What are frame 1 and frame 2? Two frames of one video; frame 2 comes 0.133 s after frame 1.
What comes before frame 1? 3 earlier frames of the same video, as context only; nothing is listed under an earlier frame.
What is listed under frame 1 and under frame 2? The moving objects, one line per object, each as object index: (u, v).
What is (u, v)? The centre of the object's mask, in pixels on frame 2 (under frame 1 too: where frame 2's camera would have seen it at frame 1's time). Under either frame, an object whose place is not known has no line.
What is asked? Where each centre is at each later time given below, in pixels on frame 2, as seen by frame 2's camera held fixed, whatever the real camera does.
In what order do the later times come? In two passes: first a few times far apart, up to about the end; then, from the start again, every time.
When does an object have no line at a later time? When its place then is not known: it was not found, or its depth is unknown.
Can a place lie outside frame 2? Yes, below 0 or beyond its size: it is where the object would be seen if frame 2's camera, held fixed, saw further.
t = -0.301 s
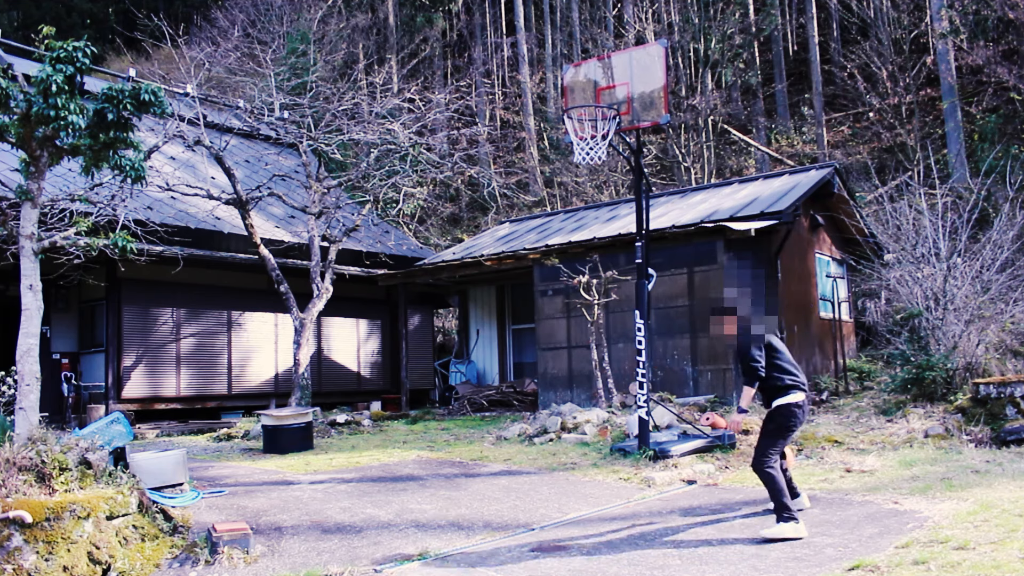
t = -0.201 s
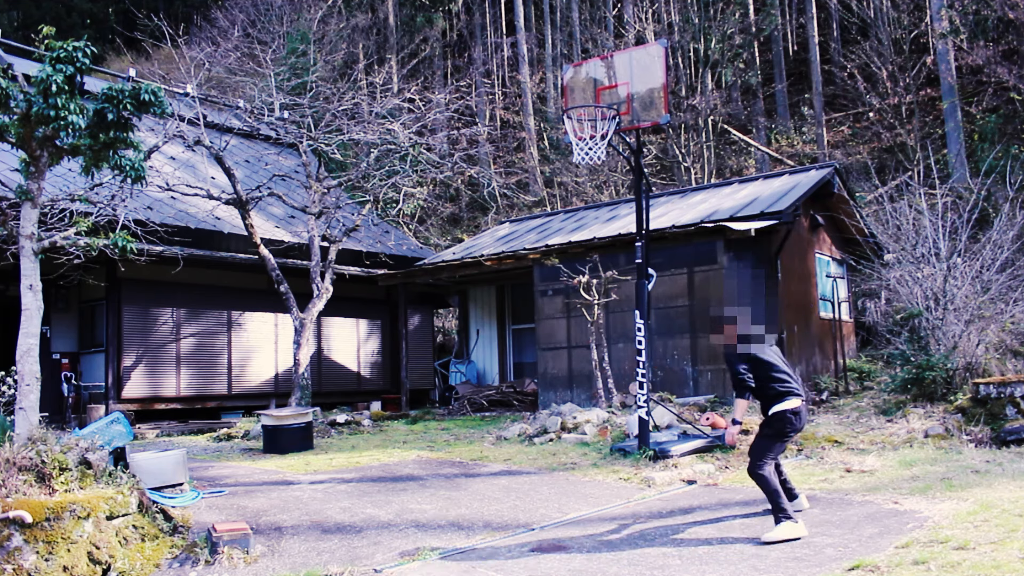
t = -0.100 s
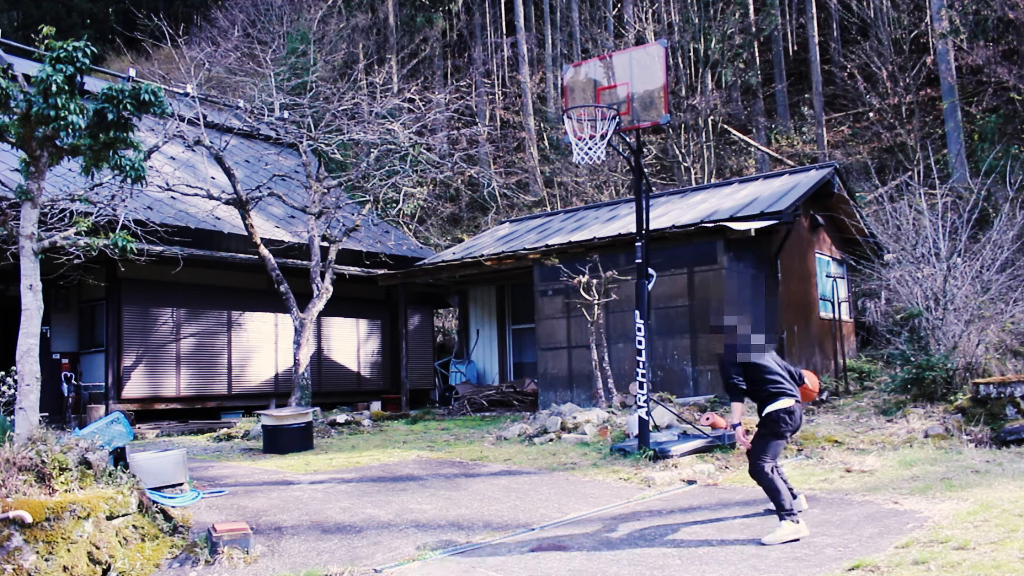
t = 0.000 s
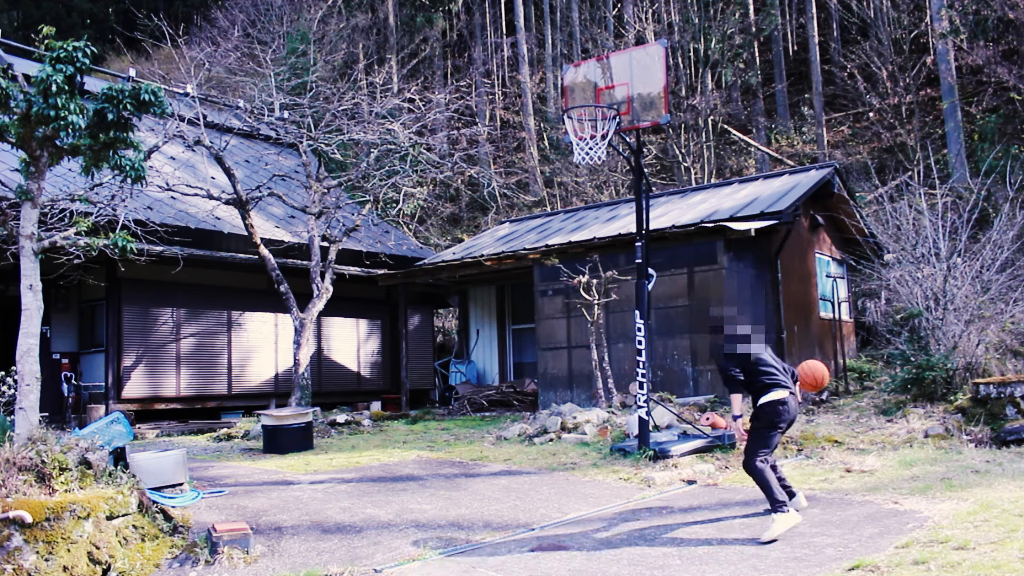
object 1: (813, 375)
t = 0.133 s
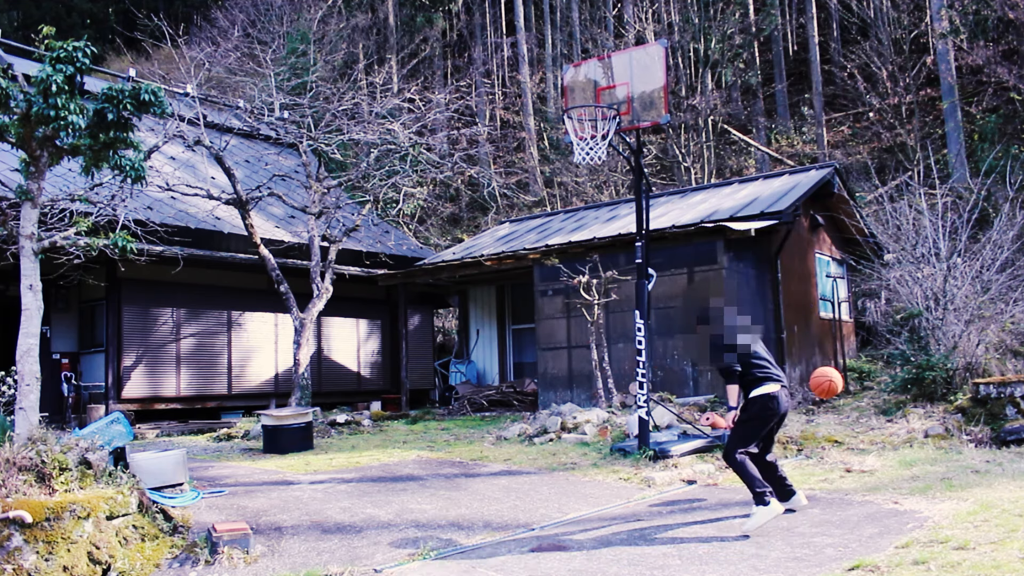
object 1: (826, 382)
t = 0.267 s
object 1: (840, 410)
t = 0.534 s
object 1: (868, 428)
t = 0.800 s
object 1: (895, 414)
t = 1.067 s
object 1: (918, 438)
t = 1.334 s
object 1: (930, 439)
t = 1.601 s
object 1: (938, 434)
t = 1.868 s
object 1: (950, 431)
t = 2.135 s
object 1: (964, 433)
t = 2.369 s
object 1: (982, 437)
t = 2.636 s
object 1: (984, 438)
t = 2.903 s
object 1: (984, 438)
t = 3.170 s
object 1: (985, 438)
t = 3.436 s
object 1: (985, 438)
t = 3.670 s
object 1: (986, 438)
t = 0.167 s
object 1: (830, 387)
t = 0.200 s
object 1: (833, 394)
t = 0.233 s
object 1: (837, 401)
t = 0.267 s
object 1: (840, 410)
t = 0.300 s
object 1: (844, 420)
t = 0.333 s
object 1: (847, 432)
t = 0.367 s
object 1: (851, 445)
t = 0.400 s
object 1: (854, 459)
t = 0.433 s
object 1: (858, 455)
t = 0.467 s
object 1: (861, 444)
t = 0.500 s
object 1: (864, 435)
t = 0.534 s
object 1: (868, 428)
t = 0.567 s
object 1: (871, 421)
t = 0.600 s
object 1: (874, 416)
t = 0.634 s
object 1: (878, 413)
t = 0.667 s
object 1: (881, 411)
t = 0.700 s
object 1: (884, 410)
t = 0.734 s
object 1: (888, 410)
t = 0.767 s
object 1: (891, 411)
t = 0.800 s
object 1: (895, 414)
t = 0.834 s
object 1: (898, 418)
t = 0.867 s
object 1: (902, 423)
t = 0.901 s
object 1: (906, 430)
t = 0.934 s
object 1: (909, 437)
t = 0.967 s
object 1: (912, 444)
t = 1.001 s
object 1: (915, 444)
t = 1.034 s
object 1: (916, 441)
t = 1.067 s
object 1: (918, 438)
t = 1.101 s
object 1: (919, 436)
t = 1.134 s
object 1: (920, 435)
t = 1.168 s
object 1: (921, 436)
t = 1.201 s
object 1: (923, 437)
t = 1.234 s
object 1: (925, 439)
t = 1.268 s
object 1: (927, 441)
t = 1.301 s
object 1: (928, 440)
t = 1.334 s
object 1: (930, 439)
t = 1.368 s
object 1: (930, 439)
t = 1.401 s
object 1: (932, 439)
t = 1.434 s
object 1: (933, 438)
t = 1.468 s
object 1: (934, 437)
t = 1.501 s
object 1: (935, 438)
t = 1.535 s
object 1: (936, 436)
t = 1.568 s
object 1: (937, 435)
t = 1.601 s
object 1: (938, 434)
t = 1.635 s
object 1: (939, 433)
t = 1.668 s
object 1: (940, 433)
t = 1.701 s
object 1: (941, 433)
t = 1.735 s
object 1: (942, 433)
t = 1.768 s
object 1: (943, 432)
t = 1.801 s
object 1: (946, 432)
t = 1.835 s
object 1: (948, 432)
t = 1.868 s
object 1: (950, 431)
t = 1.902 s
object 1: (951, 431)
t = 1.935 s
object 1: (952, 431)
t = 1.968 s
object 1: (954, 430)
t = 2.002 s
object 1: (956, 430)
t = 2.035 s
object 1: (957, 431)
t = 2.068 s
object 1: (960, 431)
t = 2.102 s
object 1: (962, 431)
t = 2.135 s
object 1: (964, 433)
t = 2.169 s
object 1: (967, 434)
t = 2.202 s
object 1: (983, 437)
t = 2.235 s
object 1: (984, 437)
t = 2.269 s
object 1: (983, 438)
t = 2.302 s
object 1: (982, 437)
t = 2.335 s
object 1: (982, 437)
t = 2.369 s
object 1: (982, 437)
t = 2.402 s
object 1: (982, 437)
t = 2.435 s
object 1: (982, 437)
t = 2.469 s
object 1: (982, 437)
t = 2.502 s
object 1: (982, 438)
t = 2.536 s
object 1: (983, 438)
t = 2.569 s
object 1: (983, 438)
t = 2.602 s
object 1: (984, 438)
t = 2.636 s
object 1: (984, 438)
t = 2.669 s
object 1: (984, 438)
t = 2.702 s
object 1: (984, 438)
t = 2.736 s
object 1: (984, 438)
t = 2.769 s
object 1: (984, 438)
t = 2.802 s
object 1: (984, 438)
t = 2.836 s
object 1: (984, 438)
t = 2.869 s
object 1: (985, 438)
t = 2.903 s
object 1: (984, 438)
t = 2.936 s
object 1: (984, 438)
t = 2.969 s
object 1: (985, 438)
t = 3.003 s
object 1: (985, 438)
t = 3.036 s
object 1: (984, 438)
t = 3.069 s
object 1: (985, 438)
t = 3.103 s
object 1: (985, 438)
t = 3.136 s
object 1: (985, 438)
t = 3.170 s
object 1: (985, 438)
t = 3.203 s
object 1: (985, 438)
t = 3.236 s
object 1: (984, 438)
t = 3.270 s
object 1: (984, 438)
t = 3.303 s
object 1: (985, 438)
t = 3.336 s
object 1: (985, 438)
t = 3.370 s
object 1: (984, 438)
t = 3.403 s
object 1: (984, 438)
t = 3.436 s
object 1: (985, 438)
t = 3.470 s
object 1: (985, 438)
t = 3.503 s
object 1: (985, 438)
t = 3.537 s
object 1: (985, 438)
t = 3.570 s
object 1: (985, 438)
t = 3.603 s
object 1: (985, 438)
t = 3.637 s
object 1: (985, 438)
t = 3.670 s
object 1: (986, 438)
